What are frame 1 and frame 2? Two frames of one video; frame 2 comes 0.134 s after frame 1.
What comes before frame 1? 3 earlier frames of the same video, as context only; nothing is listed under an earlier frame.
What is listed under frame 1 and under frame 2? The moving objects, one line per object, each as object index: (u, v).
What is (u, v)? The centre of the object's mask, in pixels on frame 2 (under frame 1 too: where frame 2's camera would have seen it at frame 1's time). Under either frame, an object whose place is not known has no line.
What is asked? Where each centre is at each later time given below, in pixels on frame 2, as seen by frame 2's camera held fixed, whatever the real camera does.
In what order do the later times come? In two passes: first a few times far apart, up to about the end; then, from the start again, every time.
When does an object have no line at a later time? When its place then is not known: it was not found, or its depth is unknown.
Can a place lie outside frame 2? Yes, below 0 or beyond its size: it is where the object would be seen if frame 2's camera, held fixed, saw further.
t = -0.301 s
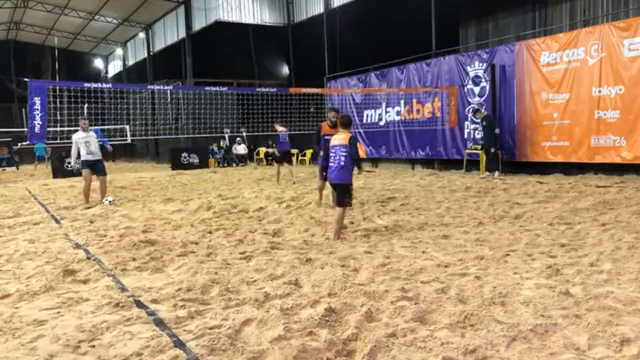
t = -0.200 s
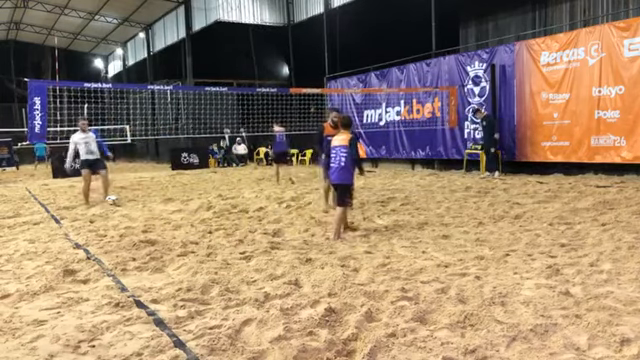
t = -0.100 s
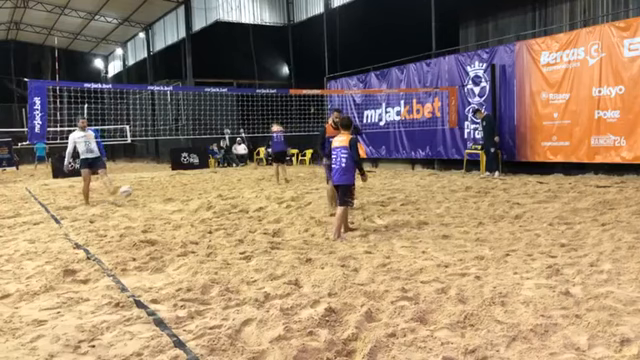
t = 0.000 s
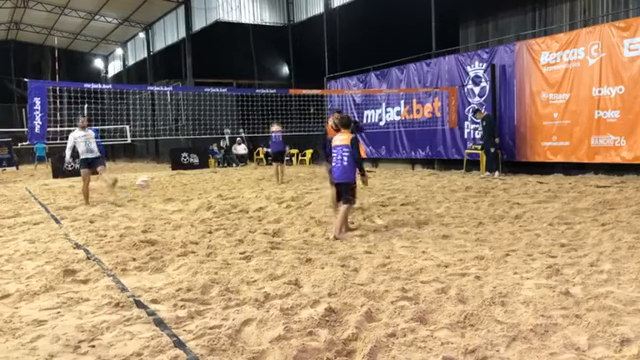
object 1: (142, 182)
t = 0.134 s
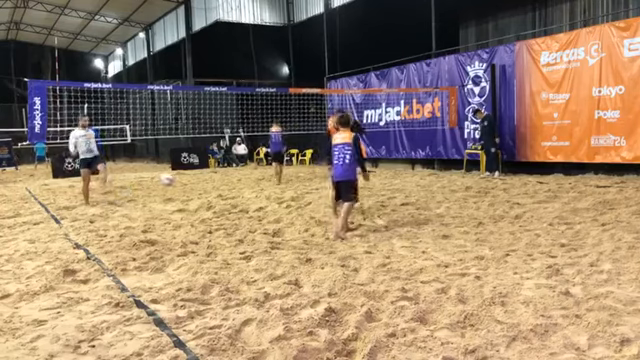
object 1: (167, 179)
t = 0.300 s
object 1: (204, 191)
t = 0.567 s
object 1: (258, 224)
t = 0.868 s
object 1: (289, 233)
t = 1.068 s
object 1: (311, 237)
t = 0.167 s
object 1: (174, 178)
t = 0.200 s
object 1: (181, 180)
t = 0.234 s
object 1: (189, 183)
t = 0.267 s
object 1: (196, 187)
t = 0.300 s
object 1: (204, 191)
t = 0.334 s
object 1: (212, 195)
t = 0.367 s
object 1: (220, 201)
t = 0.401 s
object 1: (230, 206)
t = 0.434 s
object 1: (237, 217)
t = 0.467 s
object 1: (246, 223)
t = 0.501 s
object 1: (250, 225)
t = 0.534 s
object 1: (255, 225)
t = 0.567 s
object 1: (258, 224)
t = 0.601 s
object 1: (262, 223)
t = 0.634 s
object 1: (264, 223)
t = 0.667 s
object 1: (267, 222)
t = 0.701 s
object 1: (272, 224)
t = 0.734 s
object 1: (275, 224)
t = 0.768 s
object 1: (278, 227)
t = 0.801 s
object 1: (283, 230)
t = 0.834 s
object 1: (286, 232)
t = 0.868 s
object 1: (289, 233)
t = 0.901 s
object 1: (294, 233)
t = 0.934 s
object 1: (297, 232)
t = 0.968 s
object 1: (300, 232)
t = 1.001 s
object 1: (304, 232)
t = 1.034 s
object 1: (307, 233)
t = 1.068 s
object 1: (311, 237)
